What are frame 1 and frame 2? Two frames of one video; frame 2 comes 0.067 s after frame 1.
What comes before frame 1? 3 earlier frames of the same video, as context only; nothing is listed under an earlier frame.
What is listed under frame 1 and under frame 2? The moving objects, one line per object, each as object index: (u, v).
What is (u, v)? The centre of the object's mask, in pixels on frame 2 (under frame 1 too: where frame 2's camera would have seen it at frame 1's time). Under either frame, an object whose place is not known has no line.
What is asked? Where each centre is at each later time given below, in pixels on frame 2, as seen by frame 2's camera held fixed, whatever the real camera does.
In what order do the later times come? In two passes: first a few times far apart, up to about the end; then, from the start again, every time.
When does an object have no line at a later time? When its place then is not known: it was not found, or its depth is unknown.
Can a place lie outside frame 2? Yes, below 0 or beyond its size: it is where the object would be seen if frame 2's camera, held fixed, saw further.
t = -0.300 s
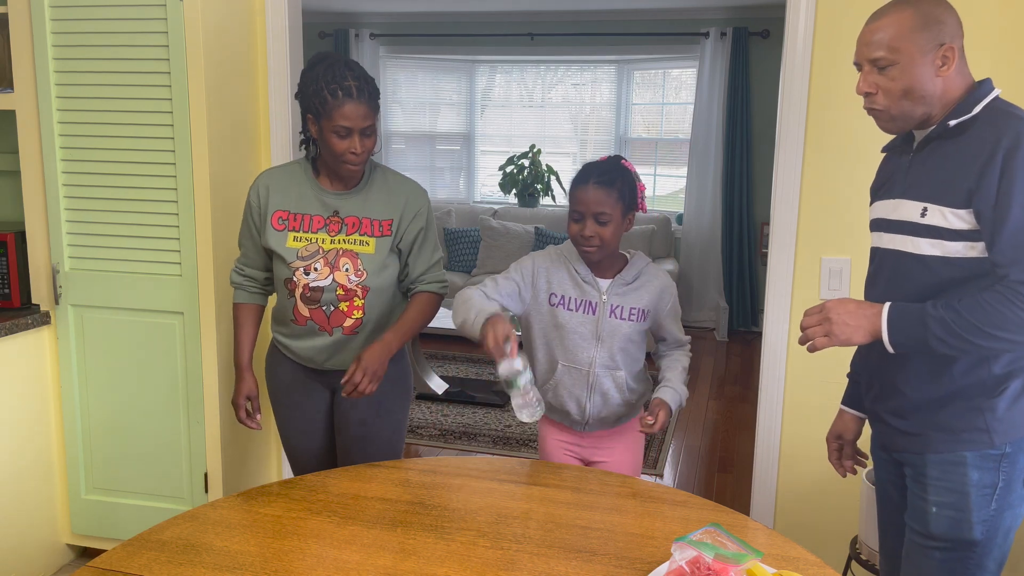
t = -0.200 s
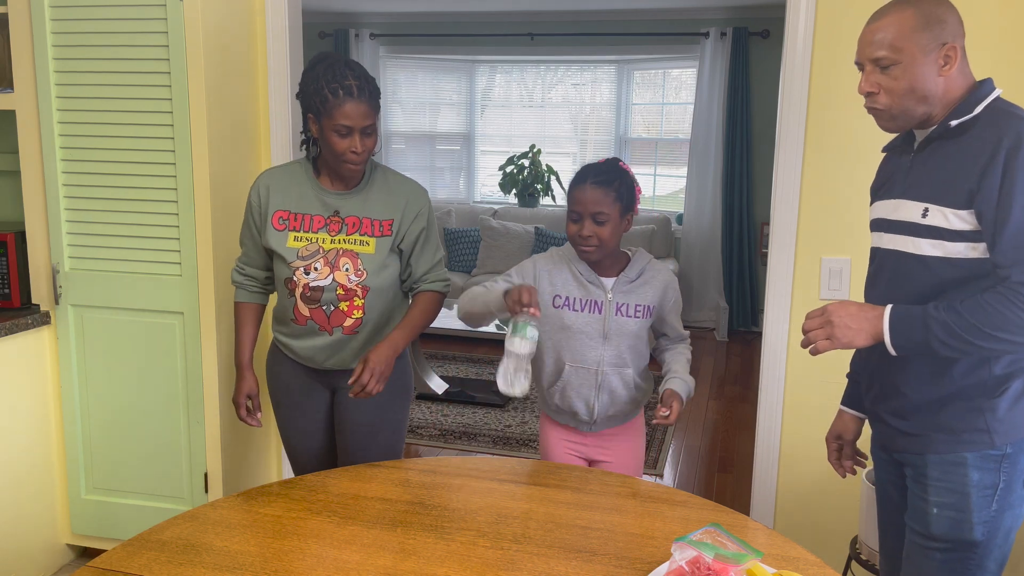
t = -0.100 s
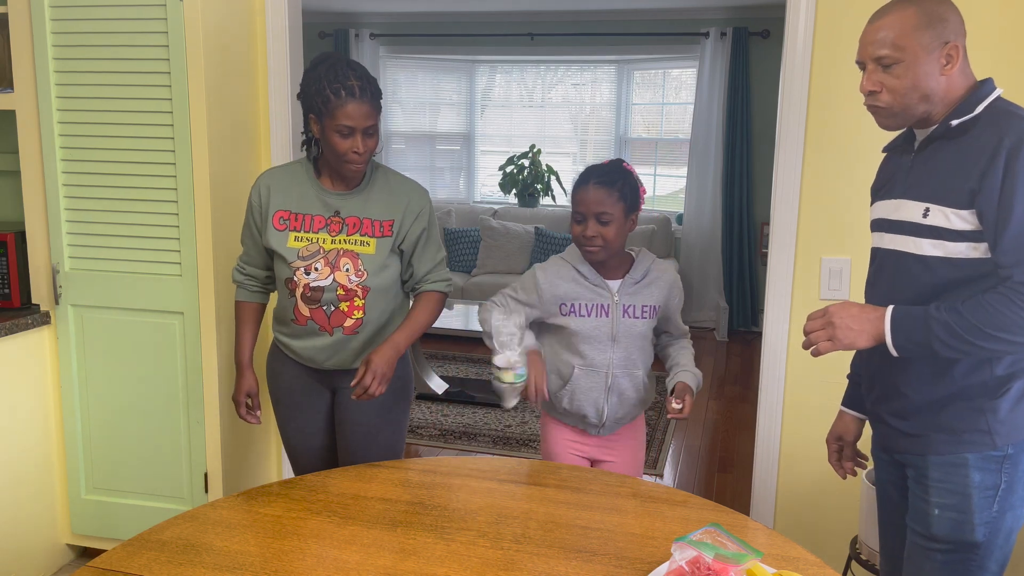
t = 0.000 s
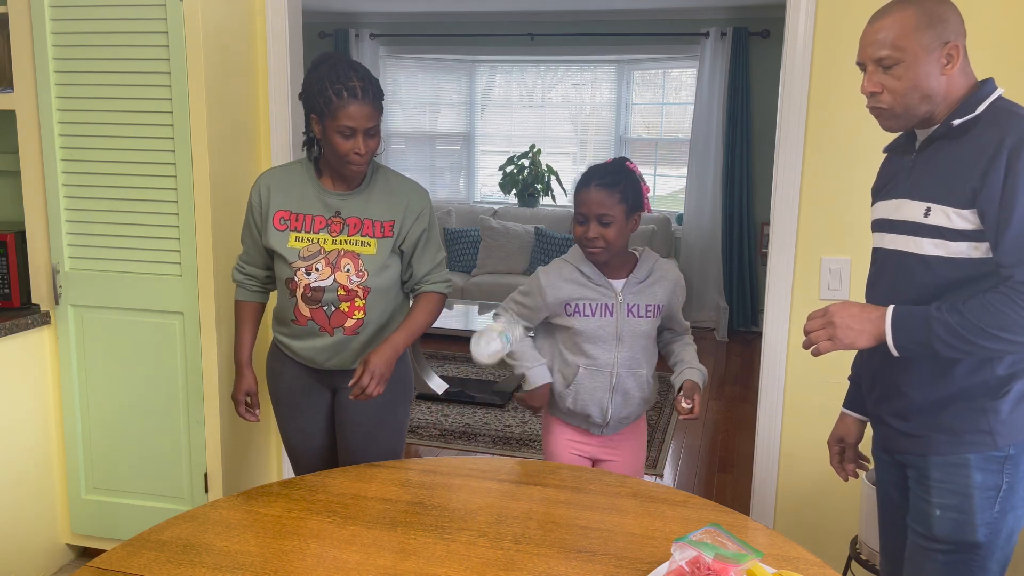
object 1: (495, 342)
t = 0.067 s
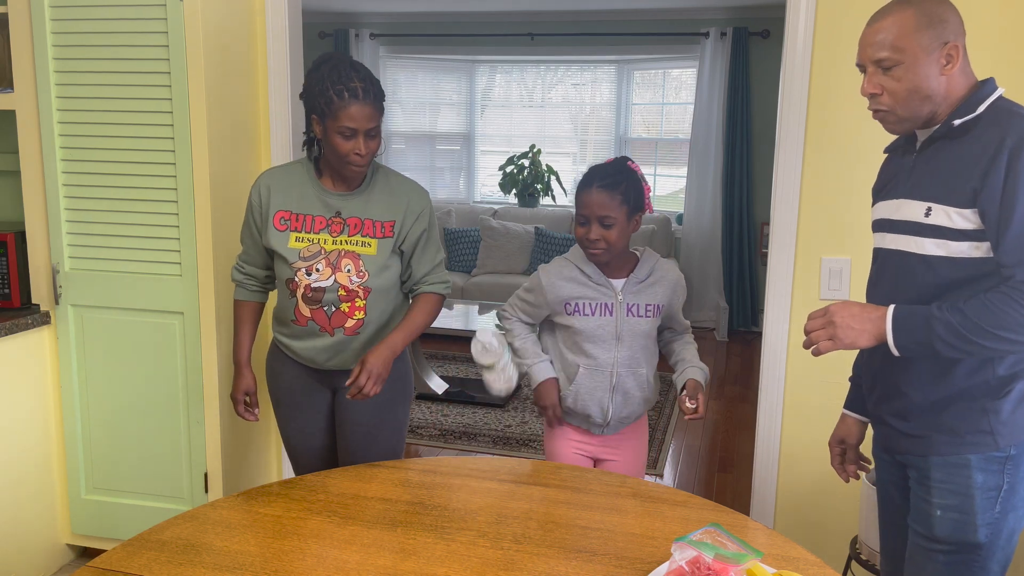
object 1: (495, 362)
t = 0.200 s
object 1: (486, 482)
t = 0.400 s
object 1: (478, 491)
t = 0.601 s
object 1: (477, 492)
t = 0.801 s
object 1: (478, 492)
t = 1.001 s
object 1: (478, 492)
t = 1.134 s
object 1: (477, 492)
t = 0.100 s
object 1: (493, 382)
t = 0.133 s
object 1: (491, 409)
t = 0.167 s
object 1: (488, 443)
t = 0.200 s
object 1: (486, 482)
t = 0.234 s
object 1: (485, 488)
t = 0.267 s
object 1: (484, 489)
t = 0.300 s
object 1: (483, 490)
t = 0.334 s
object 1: (481, 490)
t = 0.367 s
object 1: (479, 491)
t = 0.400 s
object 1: (478, 491)
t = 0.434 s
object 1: (477, 491)
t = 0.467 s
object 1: (477, 492)
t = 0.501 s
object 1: (478, 492)
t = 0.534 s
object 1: (478, 492)
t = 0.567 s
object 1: (477, 492)
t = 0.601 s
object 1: (477, 492)
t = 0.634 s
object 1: (478, 492)
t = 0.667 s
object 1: (478, 492)
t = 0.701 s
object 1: (478, 492)
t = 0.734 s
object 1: (478, 492)
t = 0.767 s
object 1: (478, 492)
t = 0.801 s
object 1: (478, 492)
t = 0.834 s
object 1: (478, 491)
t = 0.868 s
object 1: (478, 491)
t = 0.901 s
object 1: (478, 491)
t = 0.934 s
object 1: (478, 492)
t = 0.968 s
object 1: (478, 492)
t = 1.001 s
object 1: (478, 492)
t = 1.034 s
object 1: (478, 491)
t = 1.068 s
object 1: (477, 492)
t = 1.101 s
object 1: (477, 492)
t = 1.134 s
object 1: (477, 492)
